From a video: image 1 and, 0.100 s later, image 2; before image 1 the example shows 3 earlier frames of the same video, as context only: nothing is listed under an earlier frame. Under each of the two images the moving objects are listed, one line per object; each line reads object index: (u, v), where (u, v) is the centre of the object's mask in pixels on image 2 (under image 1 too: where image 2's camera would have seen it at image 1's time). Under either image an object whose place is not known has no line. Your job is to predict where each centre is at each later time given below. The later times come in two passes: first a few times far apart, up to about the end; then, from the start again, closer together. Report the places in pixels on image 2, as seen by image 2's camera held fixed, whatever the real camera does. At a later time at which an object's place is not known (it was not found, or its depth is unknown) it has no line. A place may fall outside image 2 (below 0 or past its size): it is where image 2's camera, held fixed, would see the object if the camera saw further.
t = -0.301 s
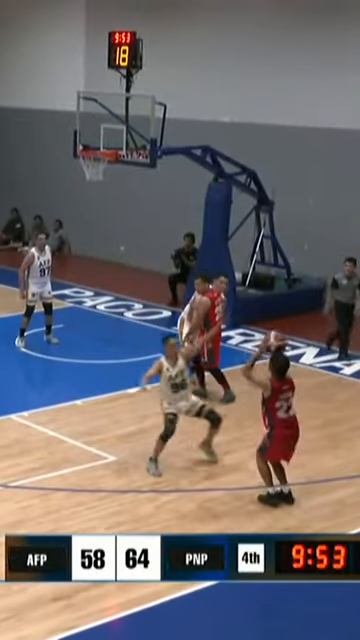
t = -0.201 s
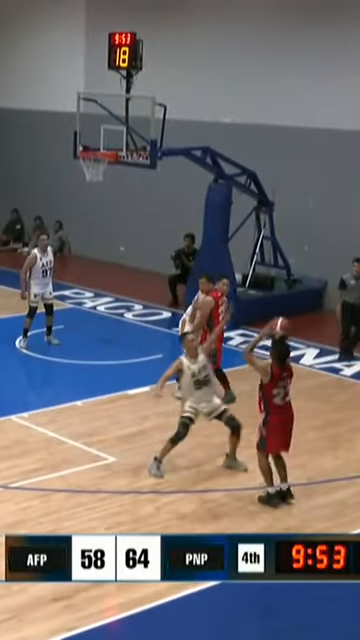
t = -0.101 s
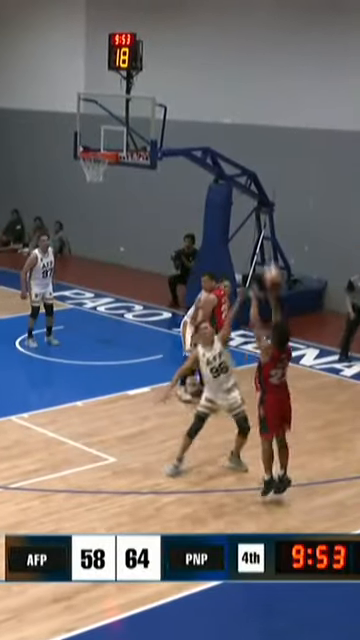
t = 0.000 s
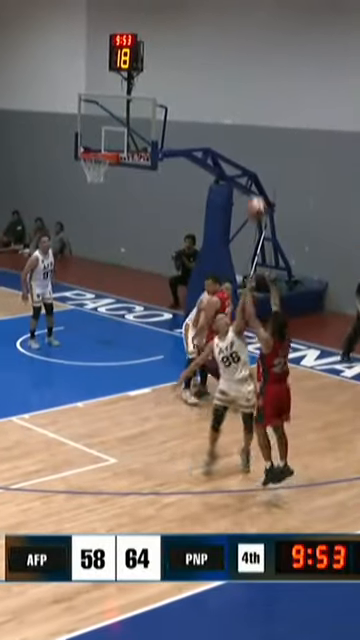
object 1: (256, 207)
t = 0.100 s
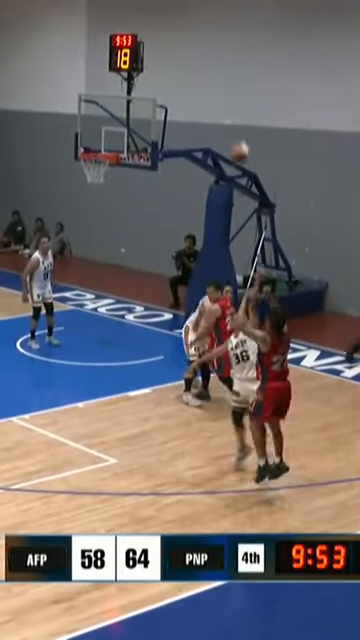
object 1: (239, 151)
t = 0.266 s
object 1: (211, 85)
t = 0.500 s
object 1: (176, 38)
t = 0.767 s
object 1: (142, 42)
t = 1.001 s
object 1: (114, 86)
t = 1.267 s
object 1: (90, 163)
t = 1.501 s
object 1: (95, 170)
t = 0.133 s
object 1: (234, 136)
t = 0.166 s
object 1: (228, 122)
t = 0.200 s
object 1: (221, 109)
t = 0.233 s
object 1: (216, 96)
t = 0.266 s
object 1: (211, 85)
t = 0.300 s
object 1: (206, 75)
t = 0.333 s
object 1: (202, 66)
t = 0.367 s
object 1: (196, 58)
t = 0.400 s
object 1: (191, 51)
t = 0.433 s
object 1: (185, 46)
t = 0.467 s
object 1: (181, 42)
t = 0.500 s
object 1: (176, 38)
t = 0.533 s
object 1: (172, 36)
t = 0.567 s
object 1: (168, 34)
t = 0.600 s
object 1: (163, 33)
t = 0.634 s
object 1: (159, 34)
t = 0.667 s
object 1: (155, 34)
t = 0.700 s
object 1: (150, 37)
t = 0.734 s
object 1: (146, 39)
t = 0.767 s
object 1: (142, 42)
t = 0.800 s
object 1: (137, 44)
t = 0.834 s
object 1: (132, 49)
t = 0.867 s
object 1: (130, 55)
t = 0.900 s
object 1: (126, 62)
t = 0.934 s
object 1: (122, 71)
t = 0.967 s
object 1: (118, 77)
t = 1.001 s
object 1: (114, 86)
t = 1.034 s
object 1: (111, 95)
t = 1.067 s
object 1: (108, 103)
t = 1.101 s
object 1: (105, 113)
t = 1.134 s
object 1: (102, 123)
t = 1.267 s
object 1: (90, 163)
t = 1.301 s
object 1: (91, 166)
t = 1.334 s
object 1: (92, 166)
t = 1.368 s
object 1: (92, 166)
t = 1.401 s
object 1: (94, 167)
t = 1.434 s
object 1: (93, 167)
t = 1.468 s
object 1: (94, 168)
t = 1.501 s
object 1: (95, 170)
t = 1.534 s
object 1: (95, 174)
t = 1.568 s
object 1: (95, 178)
